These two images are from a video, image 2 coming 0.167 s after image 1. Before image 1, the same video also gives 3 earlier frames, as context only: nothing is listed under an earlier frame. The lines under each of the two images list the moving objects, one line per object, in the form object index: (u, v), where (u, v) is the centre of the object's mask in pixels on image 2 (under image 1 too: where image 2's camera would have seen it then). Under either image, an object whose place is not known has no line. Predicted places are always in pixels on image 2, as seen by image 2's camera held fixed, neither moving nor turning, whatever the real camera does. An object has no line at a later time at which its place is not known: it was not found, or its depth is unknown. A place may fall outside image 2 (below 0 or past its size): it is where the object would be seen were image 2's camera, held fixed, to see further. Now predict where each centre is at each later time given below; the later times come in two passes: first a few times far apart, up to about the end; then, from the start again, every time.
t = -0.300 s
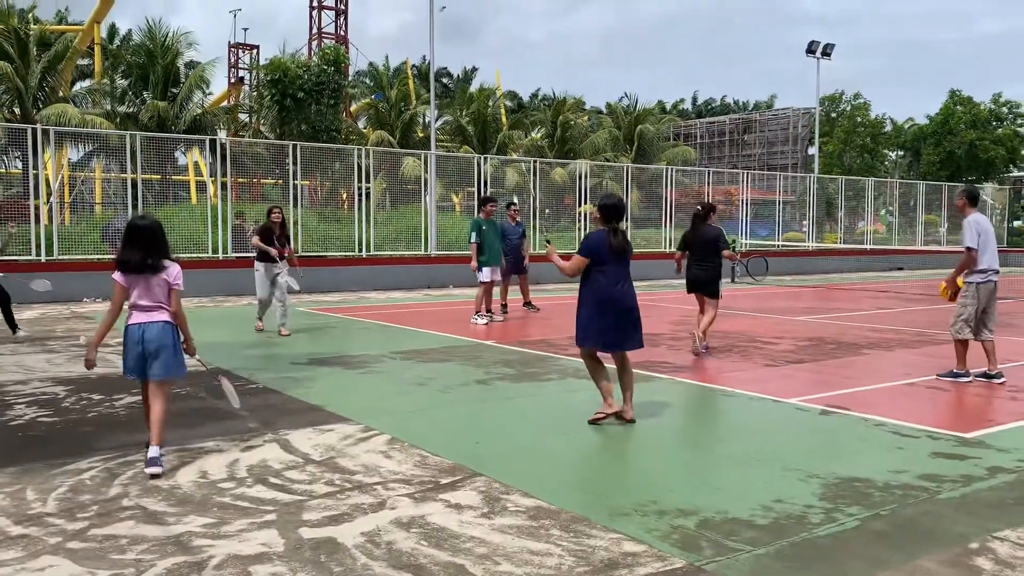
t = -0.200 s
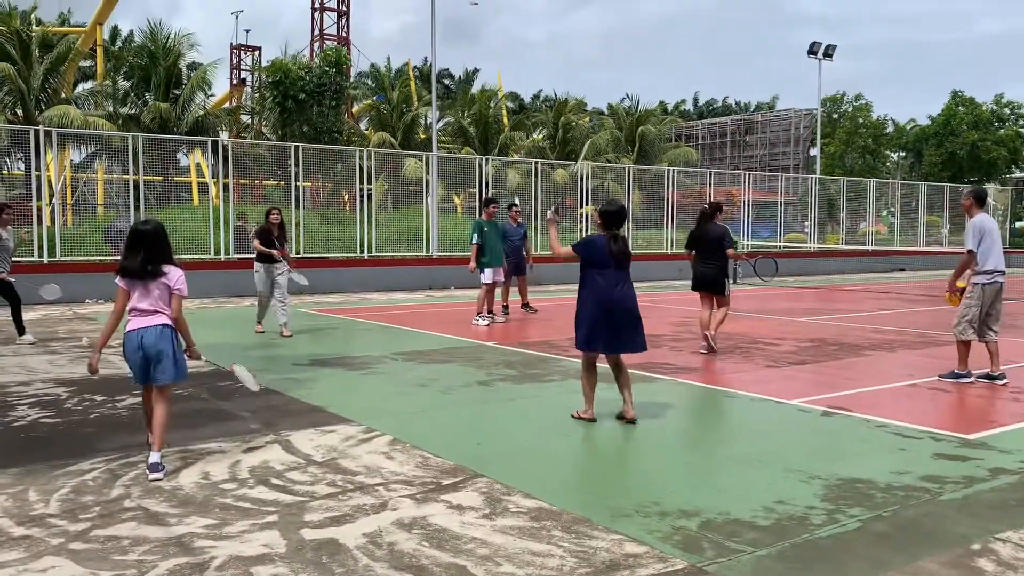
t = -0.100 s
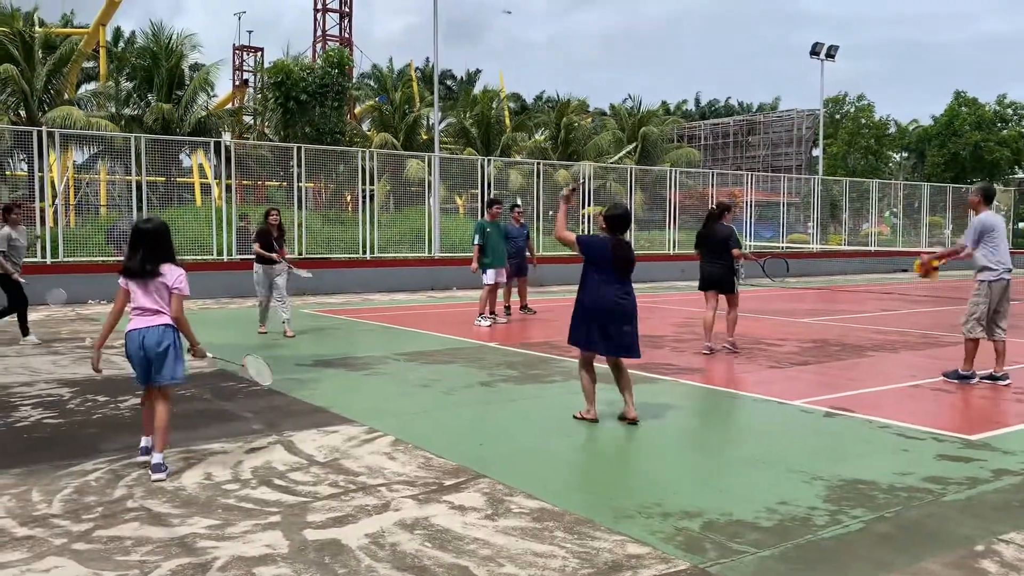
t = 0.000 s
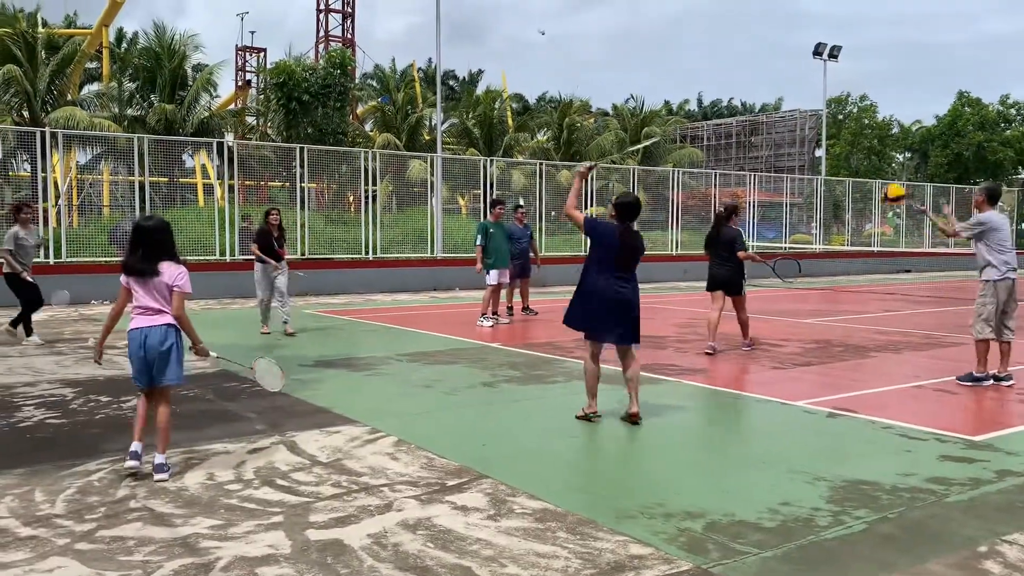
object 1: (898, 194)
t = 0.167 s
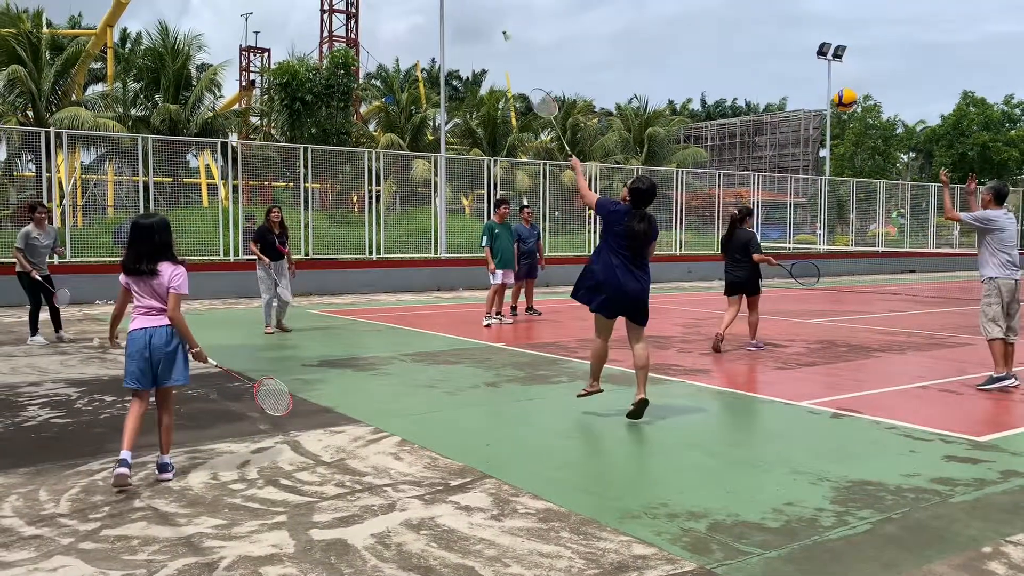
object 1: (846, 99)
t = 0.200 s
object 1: (836, 85)
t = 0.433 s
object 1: (774, 24)
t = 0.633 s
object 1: (729, 17)
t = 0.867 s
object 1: (683, 53)
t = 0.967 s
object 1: (666, 81)
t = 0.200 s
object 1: (836, 85)
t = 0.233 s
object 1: (826, 72)
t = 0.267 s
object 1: (817, 61)
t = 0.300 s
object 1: (808, 51)
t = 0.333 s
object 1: (799, 42)
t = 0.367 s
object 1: (791, 35)
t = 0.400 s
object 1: (782, 29)
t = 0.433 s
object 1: (774, 24)
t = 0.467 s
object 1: (767, 20)
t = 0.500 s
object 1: (758, 17)
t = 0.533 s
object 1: (750, 16)
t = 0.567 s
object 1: (743, 15)
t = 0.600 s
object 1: (736, 16)
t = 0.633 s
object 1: (729, 17)
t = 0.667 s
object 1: (722, 20)
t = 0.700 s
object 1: (715, 23)
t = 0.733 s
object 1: (709, 28)
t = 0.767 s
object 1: (702, 33)
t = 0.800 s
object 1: (696, 39)
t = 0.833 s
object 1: (689, 46)
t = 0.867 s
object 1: (683, 53)
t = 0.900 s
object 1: (677, 62)
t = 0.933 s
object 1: (672, 71)
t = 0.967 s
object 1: (666, 81)
